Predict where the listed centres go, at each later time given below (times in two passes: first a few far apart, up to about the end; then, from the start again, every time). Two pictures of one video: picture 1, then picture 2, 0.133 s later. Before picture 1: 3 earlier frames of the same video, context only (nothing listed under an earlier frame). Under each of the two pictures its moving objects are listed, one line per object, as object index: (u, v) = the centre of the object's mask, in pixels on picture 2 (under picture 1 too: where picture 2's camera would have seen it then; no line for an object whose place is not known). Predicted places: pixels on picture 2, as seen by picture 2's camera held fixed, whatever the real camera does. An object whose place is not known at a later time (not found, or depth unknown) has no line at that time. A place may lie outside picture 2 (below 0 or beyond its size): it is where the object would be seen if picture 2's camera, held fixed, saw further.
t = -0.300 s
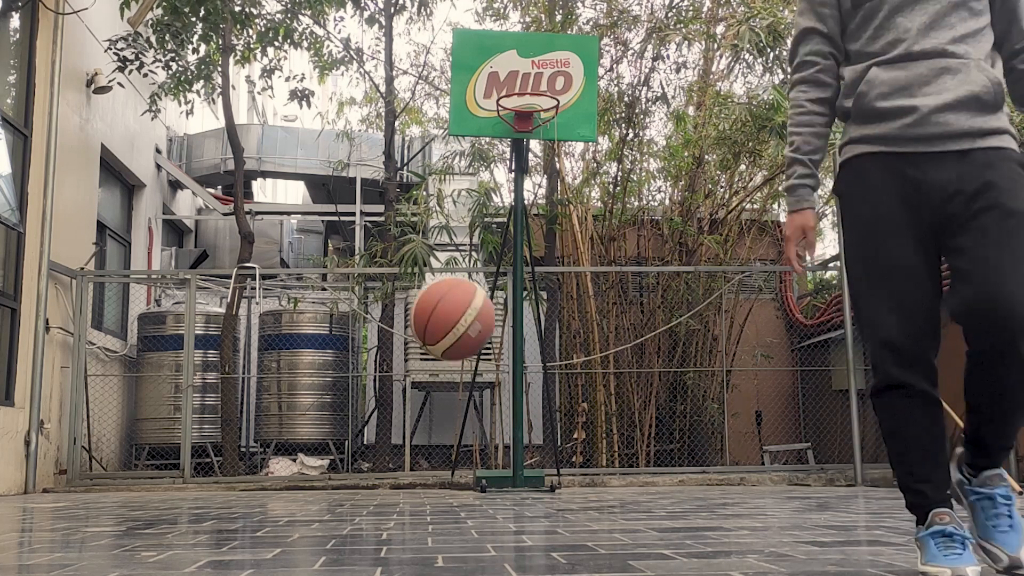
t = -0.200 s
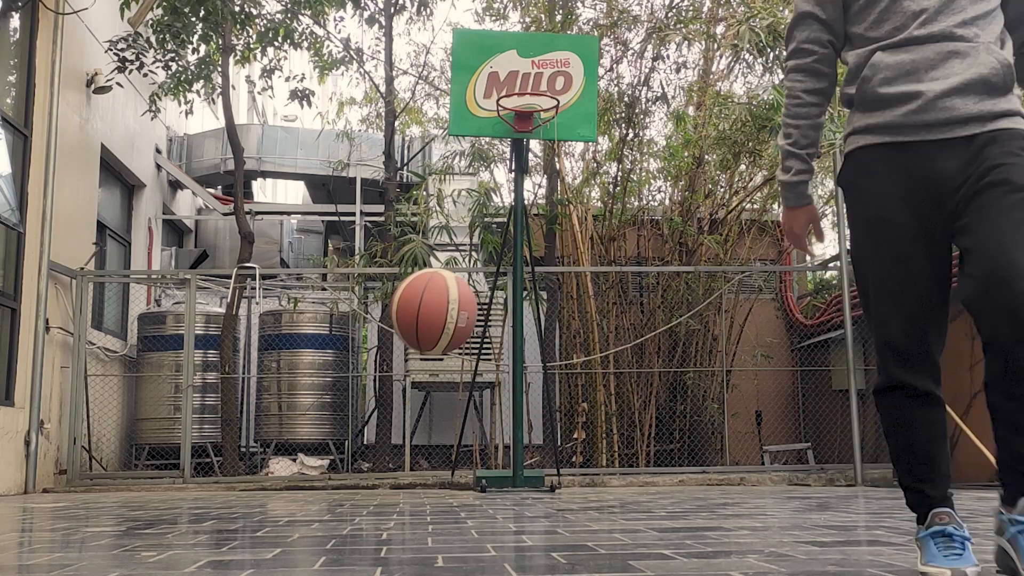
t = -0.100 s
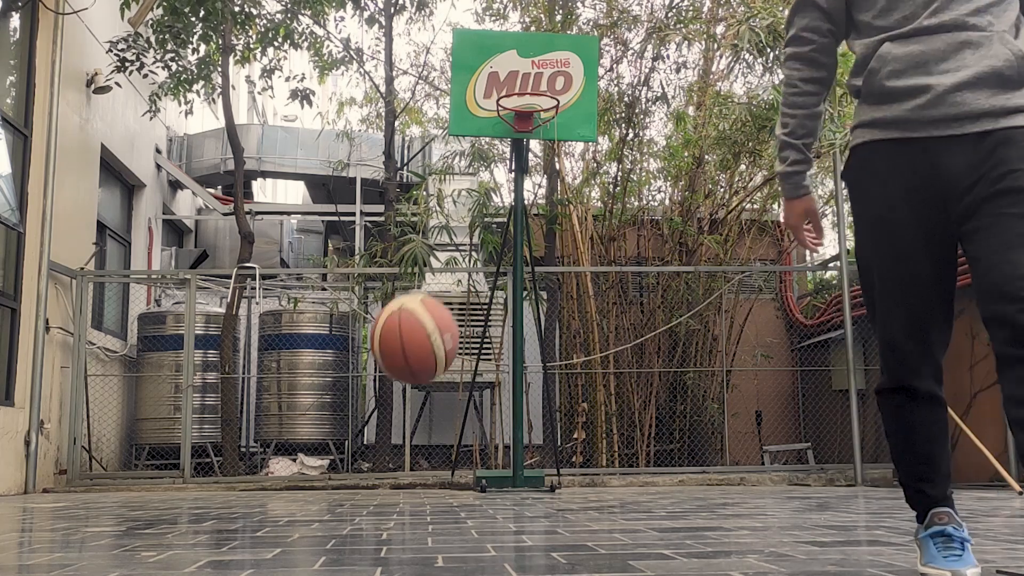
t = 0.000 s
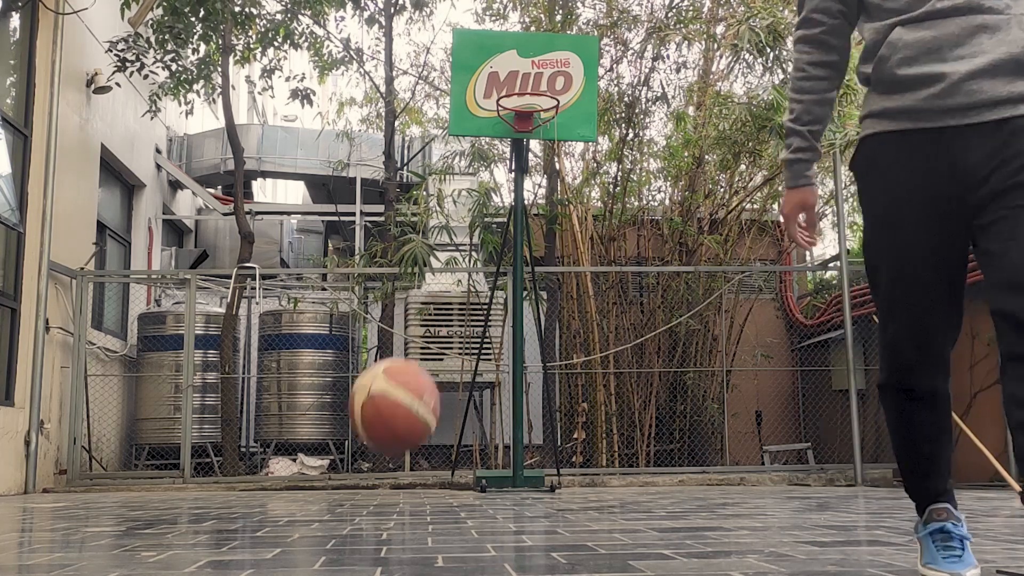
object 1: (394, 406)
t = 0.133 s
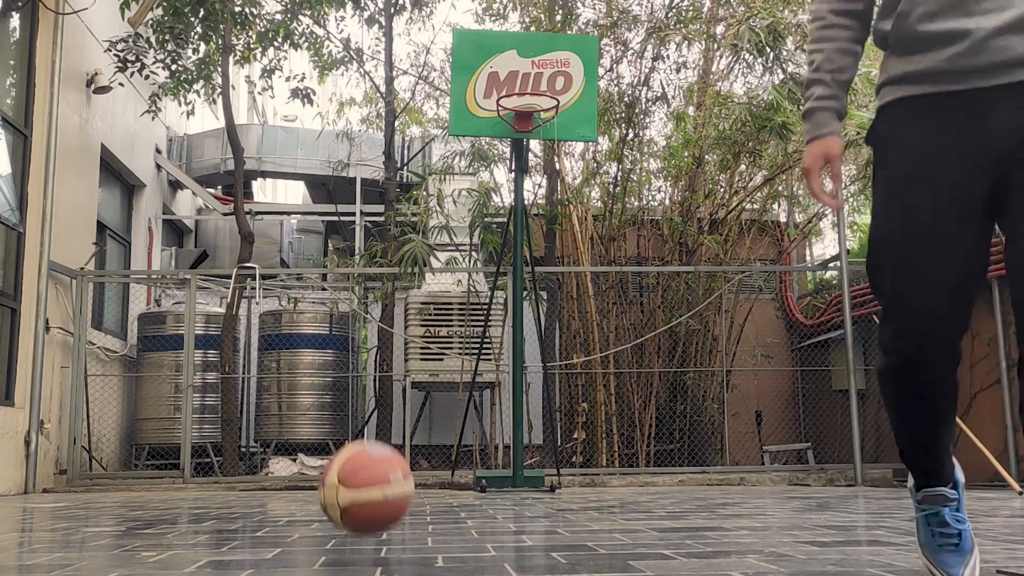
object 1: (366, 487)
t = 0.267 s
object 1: (343, 393)
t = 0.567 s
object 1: (282, 418)
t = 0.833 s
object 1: (223, 419)
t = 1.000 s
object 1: (183, 414)
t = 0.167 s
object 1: (361, 458)
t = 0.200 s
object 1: (355, 432)
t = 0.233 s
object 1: (349, 410)
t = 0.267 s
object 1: (343, 393)
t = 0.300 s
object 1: (337, 378)
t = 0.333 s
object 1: (330, 368)
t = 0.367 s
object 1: (324, 362)
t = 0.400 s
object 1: (318, 361)
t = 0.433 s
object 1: (312, 363)
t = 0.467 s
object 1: (304, 370)
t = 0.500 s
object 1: (298, 381)
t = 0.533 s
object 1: (290, 397)
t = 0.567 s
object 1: (282, 418)
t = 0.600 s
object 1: (274, 444)
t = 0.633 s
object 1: (266, 476)
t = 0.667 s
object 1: (257, 514)
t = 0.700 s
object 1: (250, 503)
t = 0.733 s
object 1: (243, 475)
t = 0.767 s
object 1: (237, 452)
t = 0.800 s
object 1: (230, 433)
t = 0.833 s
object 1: (223, 419)
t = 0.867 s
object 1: (215, 408)
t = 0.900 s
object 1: (207, 402)
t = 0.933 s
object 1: (199, 402)
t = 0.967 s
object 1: (191, 405)
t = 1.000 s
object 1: (183, 414)
